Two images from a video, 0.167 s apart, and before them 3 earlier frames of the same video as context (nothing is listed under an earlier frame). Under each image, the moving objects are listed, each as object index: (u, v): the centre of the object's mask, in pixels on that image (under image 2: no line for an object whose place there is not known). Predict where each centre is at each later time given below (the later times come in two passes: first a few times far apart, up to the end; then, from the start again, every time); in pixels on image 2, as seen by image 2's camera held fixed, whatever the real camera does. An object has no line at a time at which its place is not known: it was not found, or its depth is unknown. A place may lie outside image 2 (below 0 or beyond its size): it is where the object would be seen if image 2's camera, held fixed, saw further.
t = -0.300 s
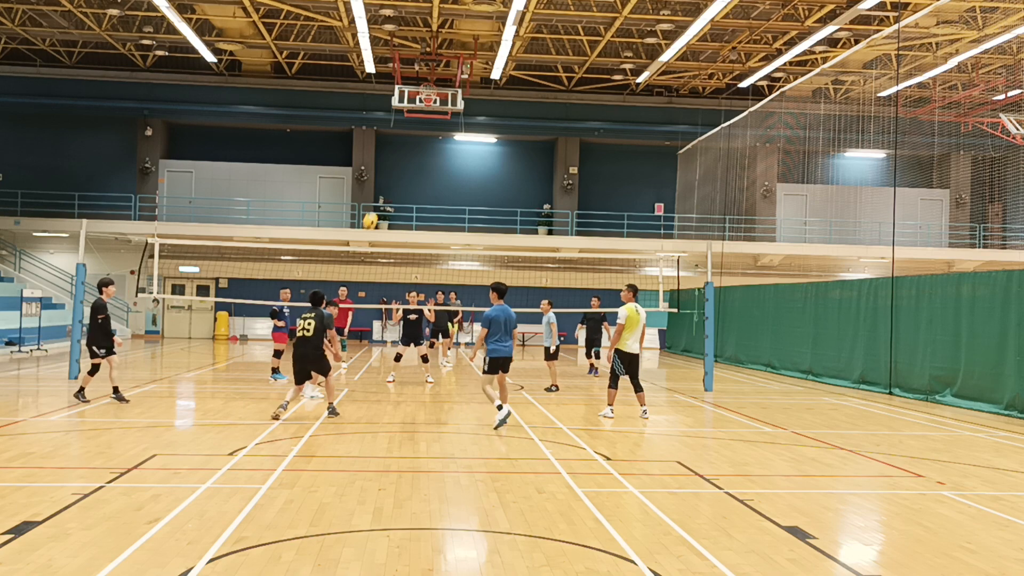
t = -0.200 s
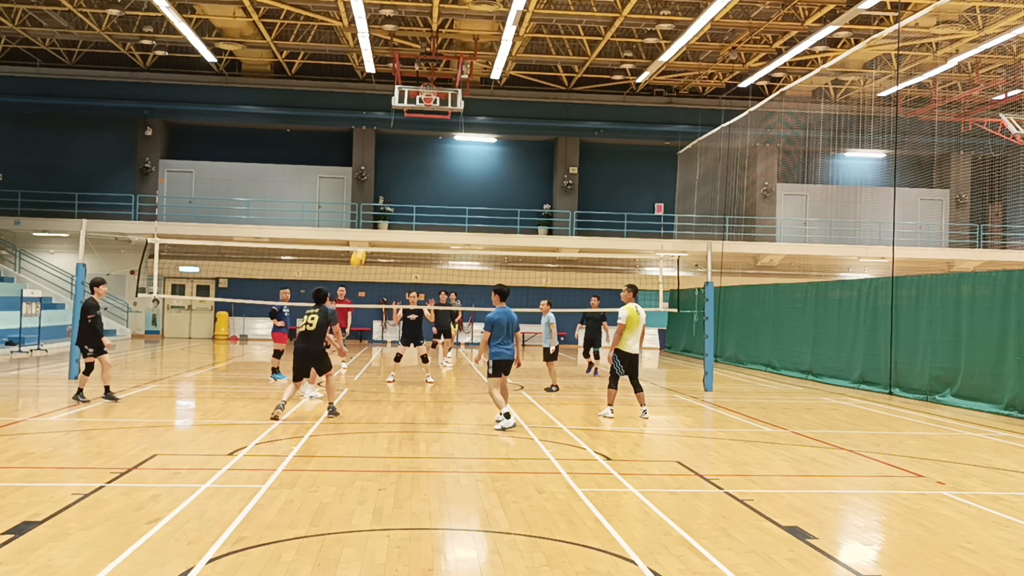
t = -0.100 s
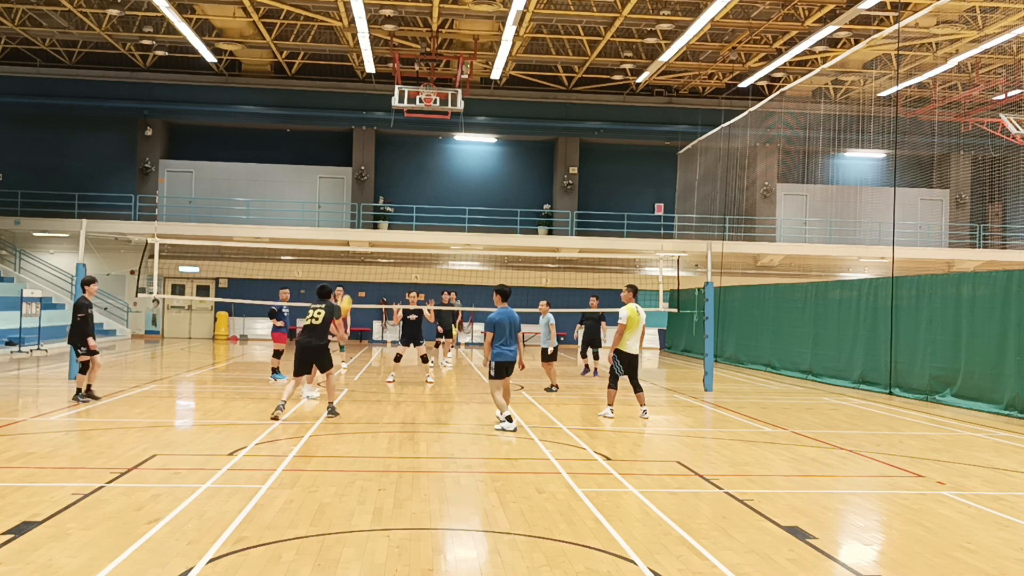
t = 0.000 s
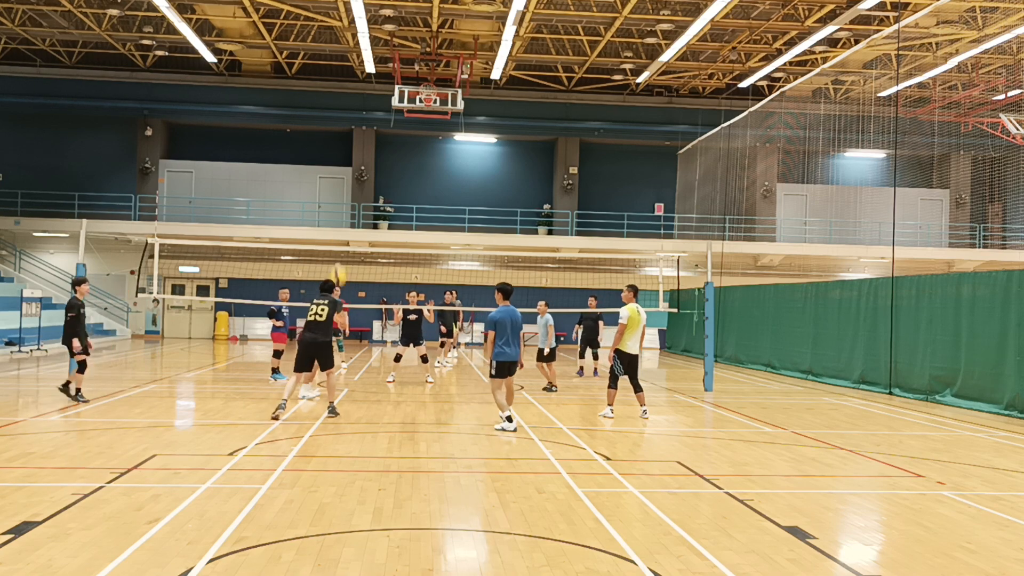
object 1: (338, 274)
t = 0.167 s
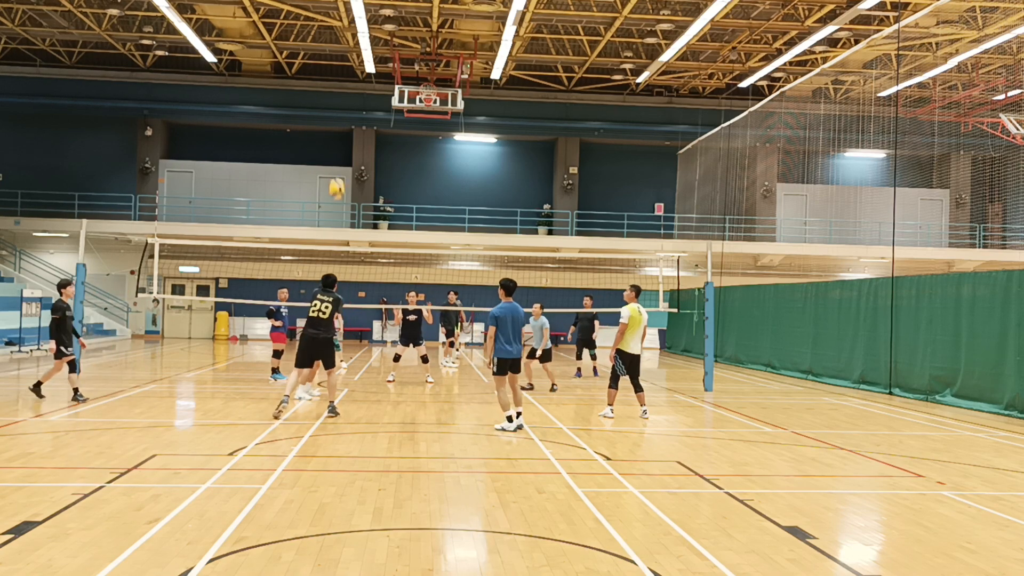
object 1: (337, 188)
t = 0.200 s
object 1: (336, 174)
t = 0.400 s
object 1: (332, 108)
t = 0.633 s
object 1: (327, 70)
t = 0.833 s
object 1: (321, 66)
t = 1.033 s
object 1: (315, 87)
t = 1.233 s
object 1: (309, 131)
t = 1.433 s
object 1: (304, 195)
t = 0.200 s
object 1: (336, 174)
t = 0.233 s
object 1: (335, 161)
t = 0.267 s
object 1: (335, 149)
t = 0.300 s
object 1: (334, 137)
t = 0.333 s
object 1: (334, 127)
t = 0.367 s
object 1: (333, 117)
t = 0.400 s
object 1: (332, 108)
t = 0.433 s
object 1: (332, 101)
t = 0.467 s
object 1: (331, 93)
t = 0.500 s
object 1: (330, 87)
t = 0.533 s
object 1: (329, 81)
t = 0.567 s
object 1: (328, 77)
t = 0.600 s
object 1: (327, 73)
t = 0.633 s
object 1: (327, 70)
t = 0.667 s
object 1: (326, 67)
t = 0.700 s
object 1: (325, 65)
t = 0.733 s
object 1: (324, 64)
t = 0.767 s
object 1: (323, 64)
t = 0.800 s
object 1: (322, 64)
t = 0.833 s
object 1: (321, 66)
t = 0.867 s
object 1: (320, 68)
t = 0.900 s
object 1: (320, 70)
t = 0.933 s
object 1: (319, 73)
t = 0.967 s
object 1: (318, 77)
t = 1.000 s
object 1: (316, 82)
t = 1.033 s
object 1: (315, 87)
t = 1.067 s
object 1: (314, 93)
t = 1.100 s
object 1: (313, 99)
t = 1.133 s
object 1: (312, 106)
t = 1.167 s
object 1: (311, 114)
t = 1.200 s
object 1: (311, 122)
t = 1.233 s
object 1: (309, 131)
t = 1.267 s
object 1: (308, 140)
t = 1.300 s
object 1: (307, 150)
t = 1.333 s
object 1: (306, 160)
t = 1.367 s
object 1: (305, 171)
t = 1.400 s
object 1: (304, 183)
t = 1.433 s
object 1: (304, 195)
